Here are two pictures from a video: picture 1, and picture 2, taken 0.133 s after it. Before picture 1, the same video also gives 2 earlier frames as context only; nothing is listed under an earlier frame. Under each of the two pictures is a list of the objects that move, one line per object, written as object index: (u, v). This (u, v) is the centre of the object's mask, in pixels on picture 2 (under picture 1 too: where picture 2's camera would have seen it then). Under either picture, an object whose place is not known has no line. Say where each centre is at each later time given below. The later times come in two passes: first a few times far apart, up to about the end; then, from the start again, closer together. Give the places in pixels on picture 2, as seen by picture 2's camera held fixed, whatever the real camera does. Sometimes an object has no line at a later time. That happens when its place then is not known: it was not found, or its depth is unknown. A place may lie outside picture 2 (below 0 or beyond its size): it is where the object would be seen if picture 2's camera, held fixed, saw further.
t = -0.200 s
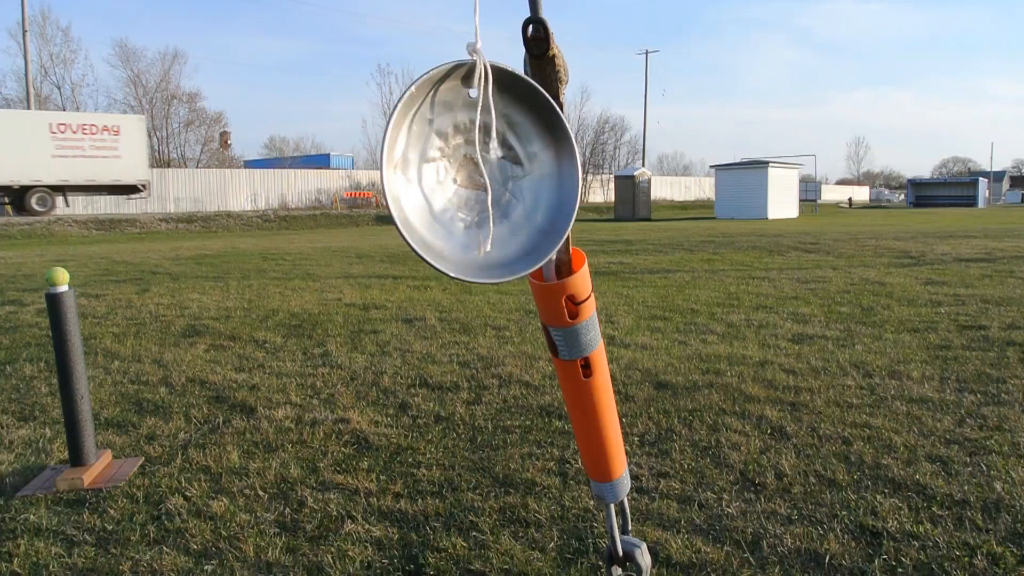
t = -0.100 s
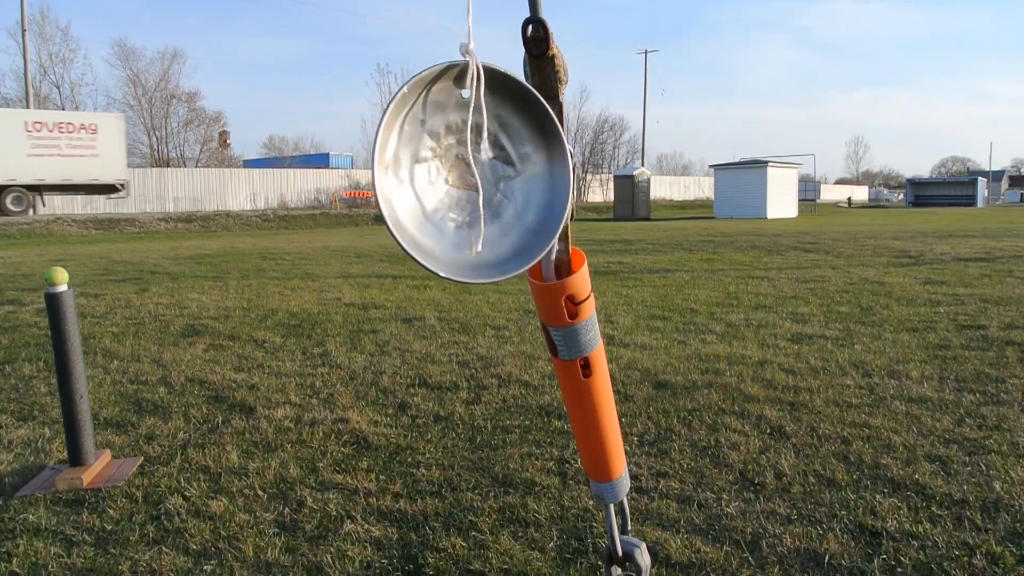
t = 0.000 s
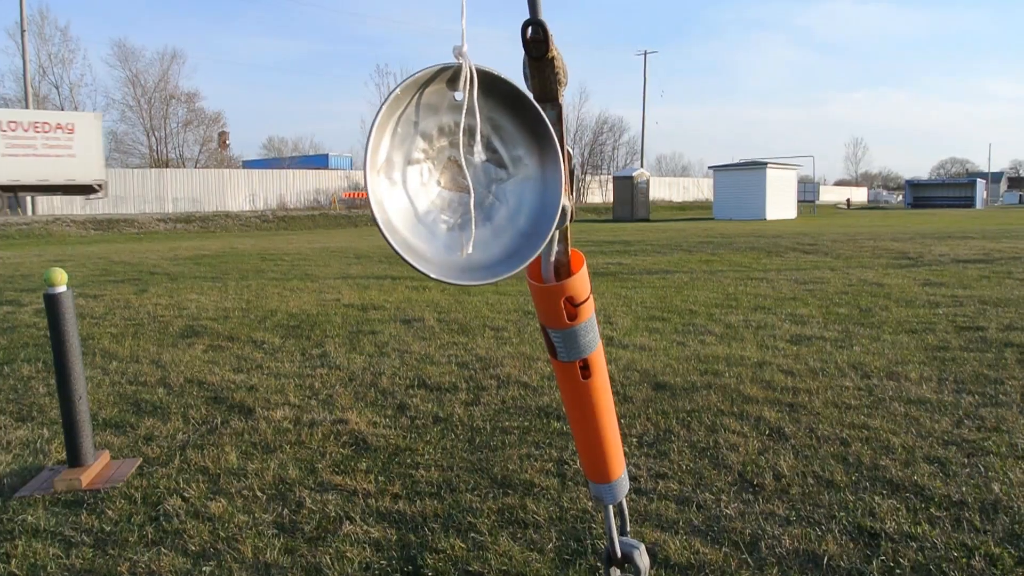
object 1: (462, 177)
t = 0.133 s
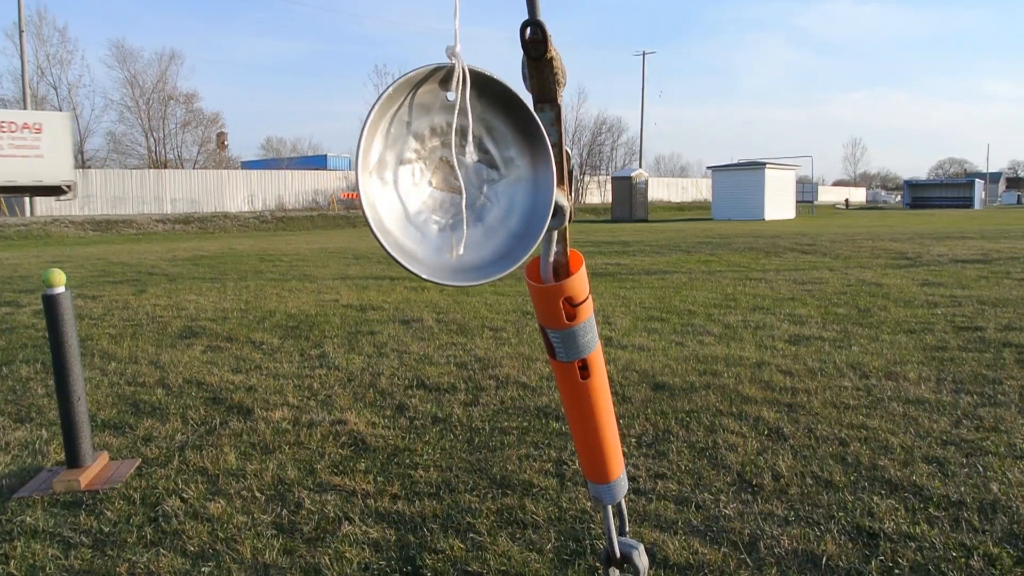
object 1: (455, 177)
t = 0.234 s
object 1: (453, 178)
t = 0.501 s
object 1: (465, 178)
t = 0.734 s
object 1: (482, 177)
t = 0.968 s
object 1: (490, 178)
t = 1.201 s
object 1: (480, 178)
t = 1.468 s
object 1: (463, 179)
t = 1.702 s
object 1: (461, 179)
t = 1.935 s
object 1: (477, 180)
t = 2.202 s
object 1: (498, 179)
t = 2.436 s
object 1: (503, 178)
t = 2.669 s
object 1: (491, 177)
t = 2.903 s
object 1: (474, 178)
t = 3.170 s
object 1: (470, 181)
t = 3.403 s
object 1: (483, 181)
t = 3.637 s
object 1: (502, 181)
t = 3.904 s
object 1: (506, 180)
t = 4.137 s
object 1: (491, 180)
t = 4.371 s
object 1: (473, 180)
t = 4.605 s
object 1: (467, 179)
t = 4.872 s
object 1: (481, 178)
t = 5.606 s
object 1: (487, 182)
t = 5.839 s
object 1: (474, 184)
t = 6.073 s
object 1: (472, 184)
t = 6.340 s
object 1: (484, 183)
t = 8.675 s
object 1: (479, 186)
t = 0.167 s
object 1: (454, 177)
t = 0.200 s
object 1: (453, 177)
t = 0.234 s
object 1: (453, 178)
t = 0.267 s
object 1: (453, 178)
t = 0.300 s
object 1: (454, 178)
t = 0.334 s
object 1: (455, 178)
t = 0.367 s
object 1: (456, 178)
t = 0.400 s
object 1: (458, 178)
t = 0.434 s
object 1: (460, 178)
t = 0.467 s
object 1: (462, 177)
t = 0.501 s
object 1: (465, 178)
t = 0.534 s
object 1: (468, 177)
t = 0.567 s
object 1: (470, 177)
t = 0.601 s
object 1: (473, 177)
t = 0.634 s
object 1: (475, 177)
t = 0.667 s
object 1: (478, 177)
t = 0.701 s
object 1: (480, 177)
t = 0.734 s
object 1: (482, 177)
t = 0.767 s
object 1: (484, 177)
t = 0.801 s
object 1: (486, 177)
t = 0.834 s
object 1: (488, 177)
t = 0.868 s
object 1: (489, 177)
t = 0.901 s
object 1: (489, 177)
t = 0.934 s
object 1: (489, 178)
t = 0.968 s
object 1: (490, 178)
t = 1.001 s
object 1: (489, 178)
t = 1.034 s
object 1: (488, 178)
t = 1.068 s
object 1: (487, 177)
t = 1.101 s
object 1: (486, 177)
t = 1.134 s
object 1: (484, 178)
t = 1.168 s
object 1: (482, 178)
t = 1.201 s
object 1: (480, 178)
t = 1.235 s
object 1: (478, 178)
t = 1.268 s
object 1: (476, 178)
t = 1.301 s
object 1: (474, 178)
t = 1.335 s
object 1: (471, 178)
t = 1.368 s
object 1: (468, 178)
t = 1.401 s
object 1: (466, 178)
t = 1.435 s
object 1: (465, 179)
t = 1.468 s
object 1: (463, 179)
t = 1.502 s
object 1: (461, 179)
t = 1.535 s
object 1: (460, 179)
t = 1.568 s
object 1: (459, 179)
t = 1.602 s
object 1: (459, 179)
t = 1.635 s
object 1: (459, 179)
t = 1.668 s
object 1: (460, 179)
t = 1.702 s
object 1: (461, 179)
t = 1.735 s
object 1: (462, 179)
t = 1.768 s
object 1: (464, 179)
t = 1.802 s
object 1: (466, 179)
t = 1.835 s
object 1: (468, 179)
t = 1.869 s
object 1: (471, 180)
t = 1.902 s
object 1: (474, 180)
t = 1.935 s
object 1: (477, 180)
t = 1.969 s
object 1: (480, 180)
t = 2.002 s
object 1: (483, 180)
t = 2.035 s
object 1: (486, 180)
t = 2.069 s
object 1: (489, 181)
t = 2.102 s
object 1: (492, 179)
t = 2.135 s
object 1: (494, 179)
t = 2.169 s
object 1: (496, 179)
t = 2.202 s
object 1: (498, 179)
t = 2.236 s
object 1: (500, 180)
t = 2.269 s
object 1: (501, 178)
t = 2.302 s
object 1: (503, 178)
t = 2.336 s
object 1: (504, 177)
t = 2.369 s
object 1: (504, 177)
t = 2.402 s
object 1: (504, 177)
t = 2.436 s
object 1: (503, 178)
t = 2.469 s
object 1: (502, 179)
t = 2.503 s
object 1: (501, 178)
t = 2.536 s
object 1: (499, 178)
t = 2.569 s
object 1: (498, 177)
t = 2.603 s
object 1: (495, 178)
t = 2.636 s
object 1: (493, 176)
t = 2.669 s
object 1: (491, 177)
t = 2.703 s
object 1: (488, 179)
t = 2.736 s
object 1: (486, 177)
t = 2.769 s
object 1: (483, 178)
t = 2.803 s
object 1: (481, 178)
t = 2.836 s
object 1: (478, 177)
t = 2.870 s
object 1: (476, 179)
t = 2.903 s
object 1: (474, 178)
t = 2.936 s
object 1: (472, 179)
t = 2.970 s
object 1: (471, 179)
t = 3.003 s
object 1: (470, 180)
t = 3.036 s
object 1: (469, 179)
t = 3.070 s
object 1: (469, 181)
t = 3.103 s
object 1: (469, 181)
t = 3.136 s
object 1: (469, 181)
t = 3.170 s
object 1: (470, 181)
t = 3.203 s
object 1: (471, 181)
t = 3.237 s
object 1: (472, 181)
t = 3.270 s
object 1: (474, 181)
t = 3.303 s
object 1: (475, 180)
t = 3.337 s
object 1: (478, 181)
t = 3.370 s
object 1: (481, 181)
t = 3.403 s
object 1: (483, 181)
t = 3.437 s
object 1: (486, 181)
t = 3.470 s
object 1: (489, 181)
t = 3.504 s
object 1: (492, 182)
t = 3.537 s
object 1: (494, 181)
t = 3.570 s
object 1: (497, 181)
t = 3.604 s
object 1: (499, 181)
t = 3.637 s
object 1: (502, 181)
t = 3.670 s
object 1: (504, 181)
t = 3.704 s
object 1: (505, 180)
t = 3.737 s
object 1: (506, 180)
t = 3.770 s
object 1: (507, 181)
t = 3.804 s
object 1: (508, 181)
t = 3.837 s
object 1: (508, 180)
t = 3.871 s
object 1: (507, 180)
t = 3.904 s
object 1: (506, 180)
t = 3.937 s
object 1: (505, 180)
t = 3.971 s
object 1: (503, 180)
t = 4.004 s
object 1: (501, 180)
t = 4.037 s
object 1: (499, 180)
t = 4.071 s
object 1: (497, 180)
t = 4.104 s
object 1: (494, 181)
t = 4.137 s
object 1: (491, 180)
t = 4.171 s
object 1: (488, 181)
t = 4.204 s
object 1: (486, 181)
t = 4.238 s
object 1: (483, 181)
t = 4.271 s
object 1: (480, 180)
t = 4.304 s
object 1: (478, 180)
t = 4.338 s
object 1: (475, 180)
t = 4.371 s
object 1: (473, 180)
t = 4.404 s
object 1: (471, 180)
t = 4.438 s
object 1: (470, 180)
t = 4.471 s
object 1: (468, 180)
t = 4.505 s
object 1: (467, 180)
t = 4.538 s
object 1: (467, 180)
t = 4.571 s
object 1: (467, 179)
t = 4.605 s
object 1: (467, 179)
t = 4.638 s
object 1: (468, 179)
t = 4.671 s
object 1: (469, 179)
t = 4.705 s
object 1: (470, 178)
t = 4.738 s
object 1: (472, 178)
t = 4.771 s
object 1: (474, 179)
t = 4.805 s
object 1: (476, 179)
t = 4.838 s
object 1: (478, 178)
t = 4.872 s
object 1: (481, 178)
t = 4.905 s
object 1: (483, 179)
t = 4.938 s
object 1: (486, 179)
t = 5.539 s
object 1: (491, 182)
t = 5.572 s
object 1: (489, 183)
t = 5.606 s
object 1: (487, 182)
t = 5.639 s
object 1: (485, 183)
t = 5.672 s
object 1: (483, 183)
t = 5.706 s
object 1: (481, 183)
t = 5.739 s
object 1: (479, 184)
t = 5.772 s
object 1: (477, 184)
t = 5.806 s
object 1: (475, 184)
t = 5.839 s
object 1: (474, 184)
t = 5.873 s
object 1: (473, 184)
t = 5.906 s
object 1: (472, 184)
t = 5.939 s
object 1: (471, 184)
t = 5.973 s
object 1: (471, 184)
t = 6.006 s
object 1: (471, 184)
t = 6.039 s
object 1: (471, 184)
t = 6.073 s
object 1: (472, 184)
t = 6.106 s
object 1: (472, 185)
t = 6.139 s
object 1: (473, 185)
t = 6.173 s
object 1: (474, 184)
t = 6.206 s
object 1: (476, 184)
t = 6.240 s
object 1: (478, 185)
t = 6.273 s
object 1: (480, 184)
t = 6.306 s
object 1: (481, 183)
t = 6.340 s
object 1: (484, 183)
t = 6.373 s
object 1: (486, 182)
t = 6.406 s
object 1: (488, 181)
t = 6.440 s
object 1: (489, 184)
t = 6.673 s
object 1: (494, 182)
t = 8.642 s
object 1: (480, 185)
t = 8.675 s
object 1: (479, 186)
